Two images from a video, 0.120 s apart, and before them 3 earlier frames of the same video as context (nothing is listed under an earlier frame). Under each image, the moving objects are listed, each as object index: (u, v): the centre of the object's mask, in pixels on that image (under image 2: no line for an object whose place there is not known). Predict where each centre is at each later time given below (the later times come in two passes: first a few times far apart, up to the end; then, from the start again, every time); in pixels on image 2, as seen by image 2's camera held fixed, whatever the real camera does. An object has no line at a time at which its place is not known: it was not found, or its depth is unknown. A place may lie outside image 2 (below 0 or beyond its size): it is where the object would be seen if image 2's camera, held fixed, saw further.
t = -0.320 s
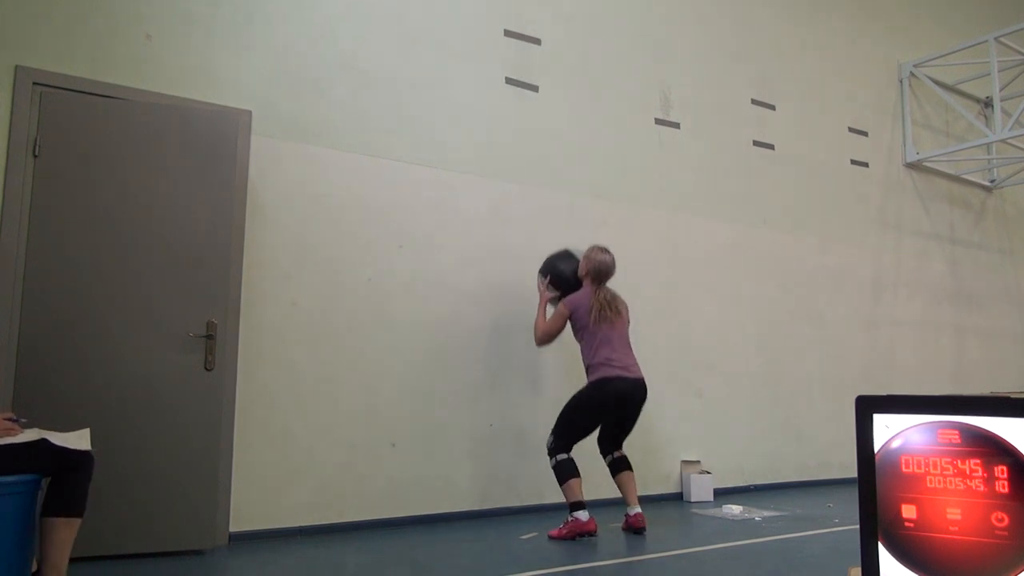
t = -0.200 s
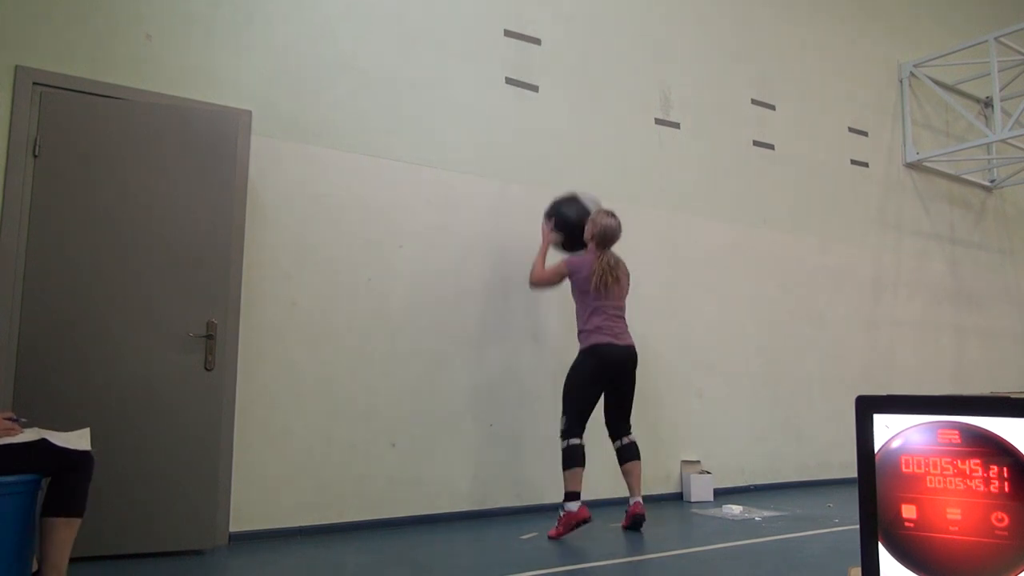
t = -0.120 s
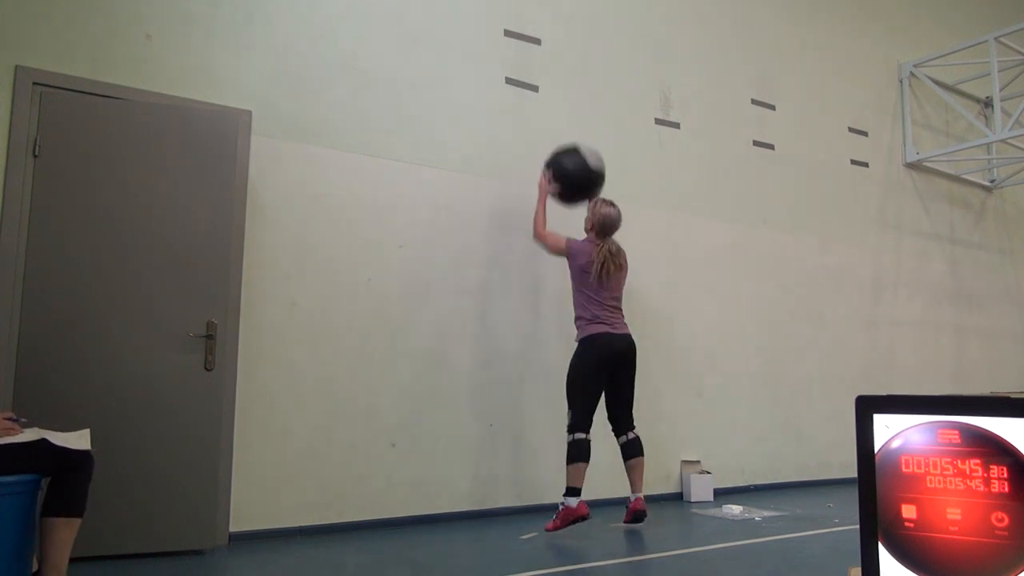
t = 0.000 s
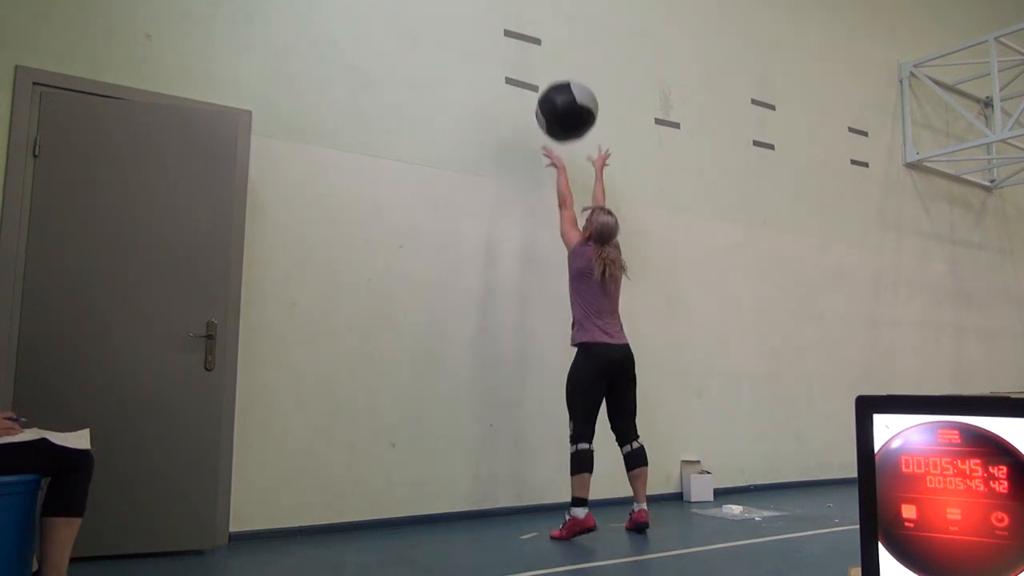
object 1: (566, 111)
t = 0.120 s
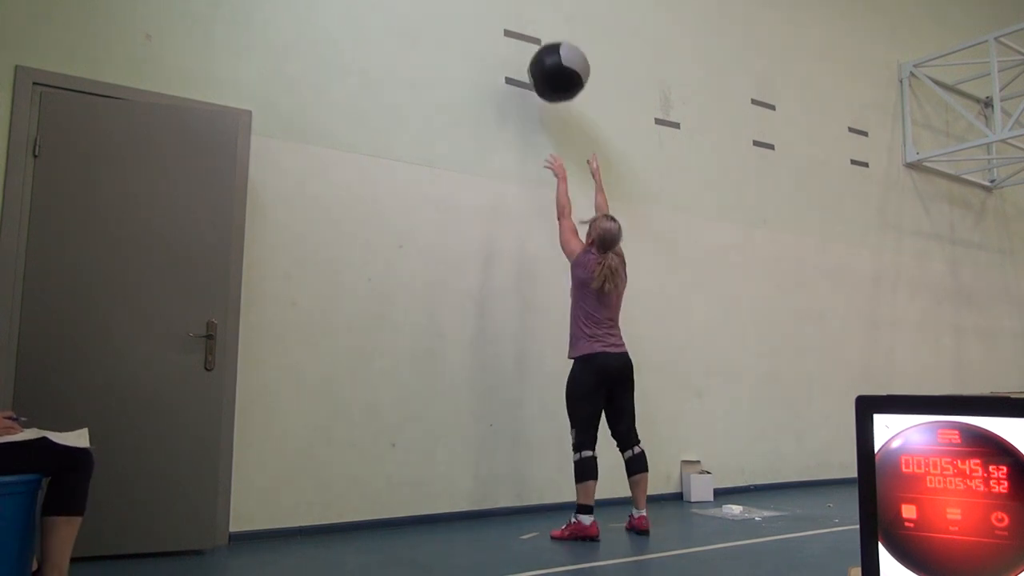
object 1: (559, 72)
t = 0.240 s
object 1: (551, 55)
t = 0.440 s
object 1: (546, 68)
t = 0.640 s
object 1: (553, 134)
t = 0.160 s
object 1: (556, 64)
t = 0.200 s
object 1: (553, 58)
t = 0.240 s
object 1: (551, 55)
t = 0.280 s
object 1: (548, 55)
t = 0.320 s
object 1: (545, 57)
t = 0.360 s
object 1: (544, 59)
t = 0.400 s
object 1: (545, 62)
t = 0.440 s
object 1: (546, 68)
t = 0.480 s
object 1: (548, 75)
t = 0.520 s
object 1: (549, 86)
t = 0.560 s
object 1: (550, 99)
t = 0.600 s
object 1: (552, 115)
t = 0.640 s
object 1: (553, 134)
